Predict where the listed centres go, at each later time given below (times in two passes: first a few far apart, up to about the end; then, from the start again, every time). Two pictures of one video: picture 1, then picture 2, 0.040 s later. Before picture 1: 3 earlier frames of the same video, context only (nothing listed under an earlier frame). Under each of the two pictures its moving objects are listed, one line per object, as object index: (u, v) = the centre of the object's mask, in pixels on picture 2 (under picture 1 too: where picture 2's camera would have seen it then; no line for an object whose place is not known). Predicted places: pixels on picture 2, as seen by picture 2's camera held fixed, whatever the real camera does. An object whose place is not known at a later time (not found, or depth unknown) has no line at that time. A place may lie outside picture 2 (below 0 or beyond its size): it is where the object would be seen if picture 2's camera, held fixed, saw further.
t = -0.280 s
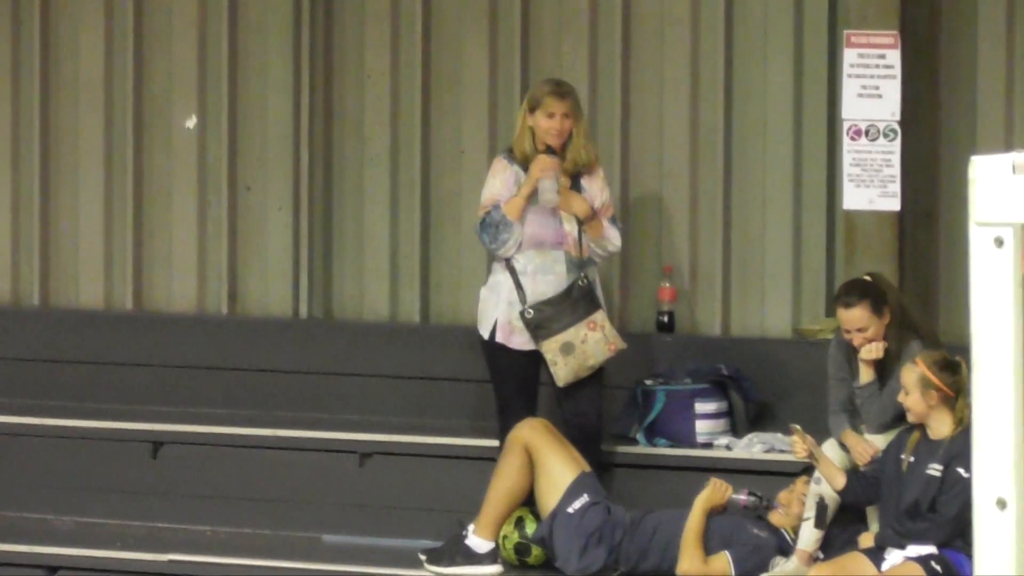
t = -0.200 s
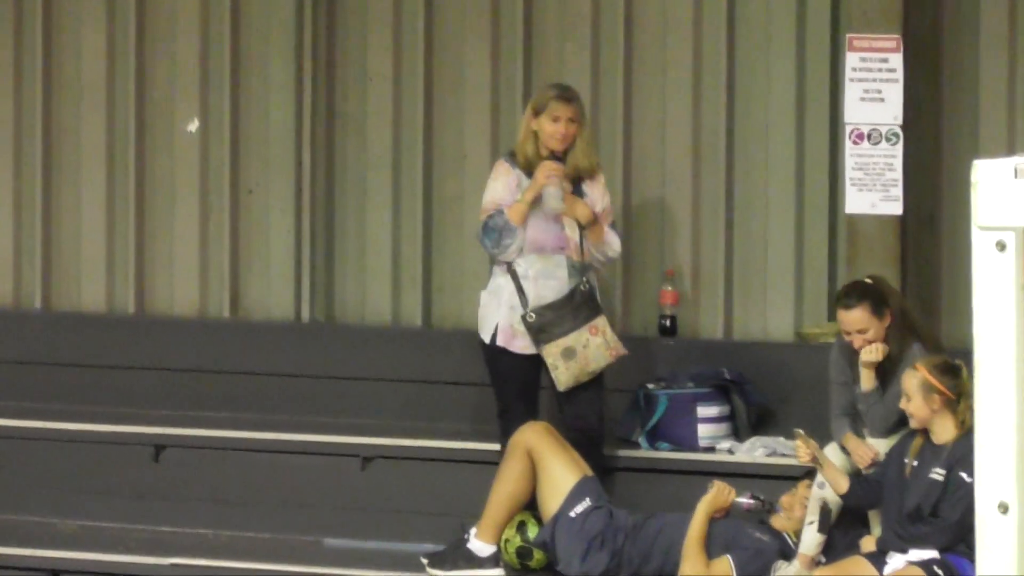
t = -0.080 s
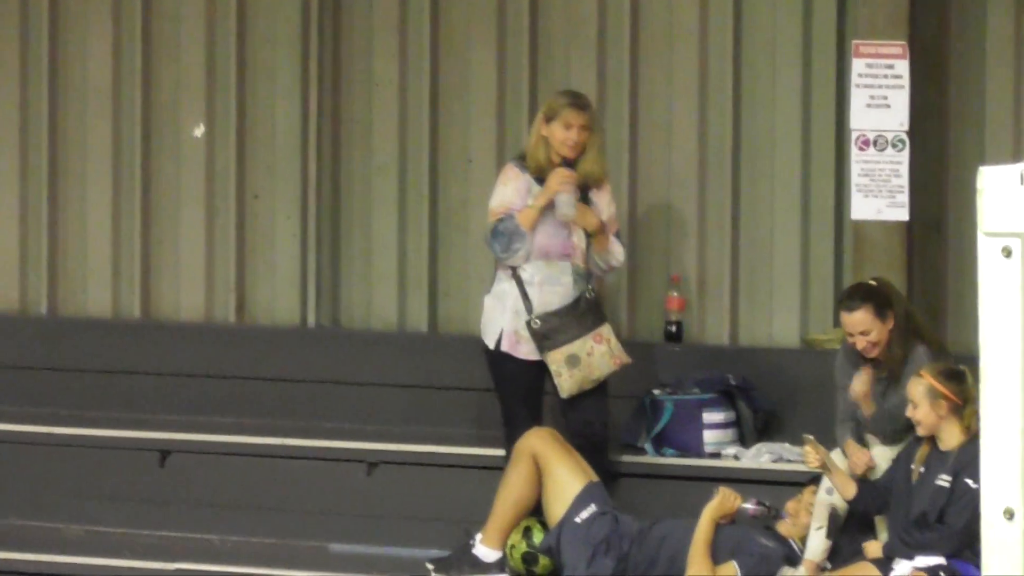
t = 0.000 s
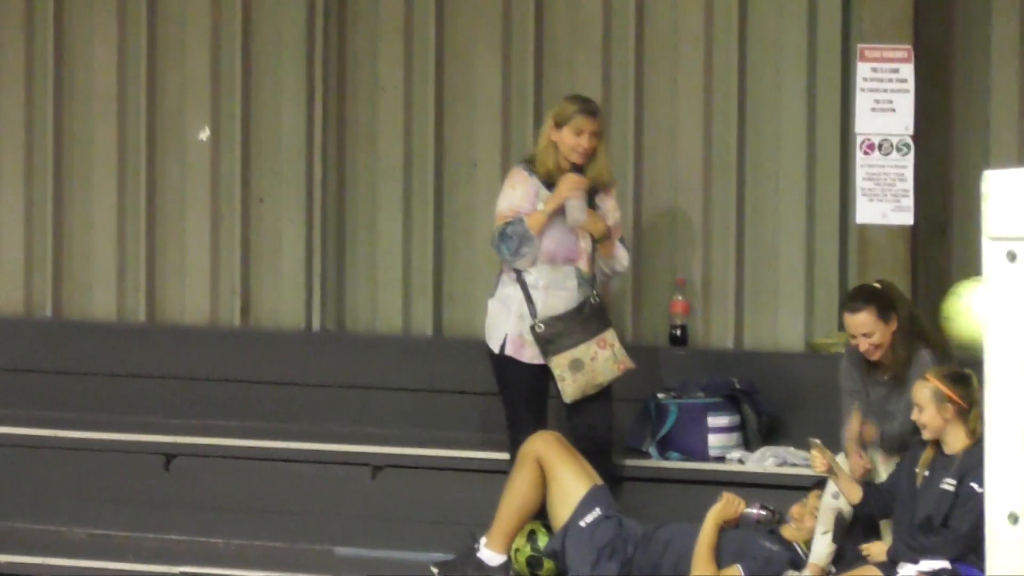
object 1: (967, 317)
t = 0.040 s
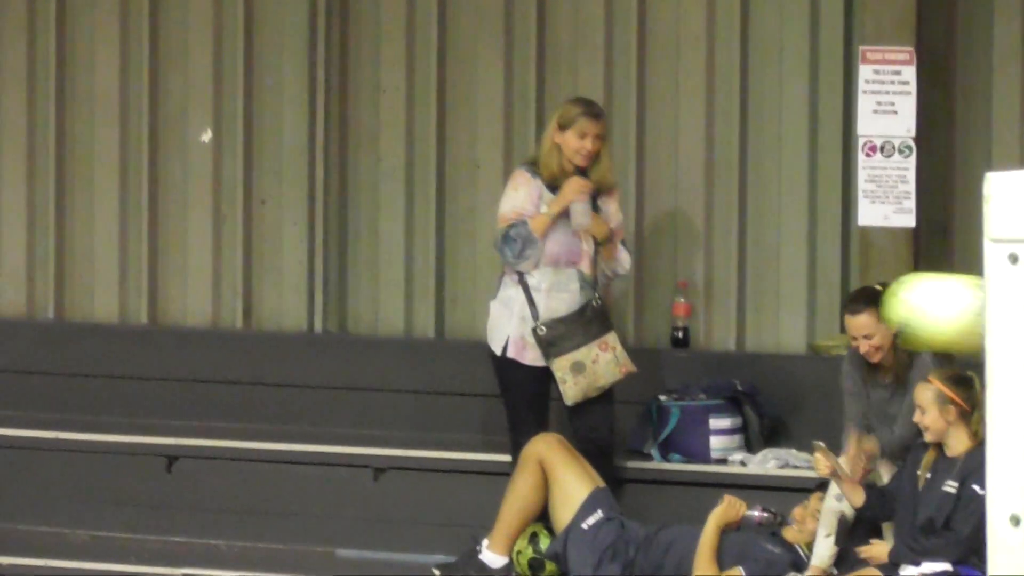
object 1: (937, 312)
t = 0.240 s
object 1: (633, 356)
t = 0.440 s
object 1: (335, 531)
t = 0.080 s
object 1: (884, 308)
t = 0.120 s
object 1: (819, 312)
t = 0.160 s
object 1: (757, 322)
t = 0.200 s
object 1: (694, 337)
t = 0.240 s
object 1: (633, 356)
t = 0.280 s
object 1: (570, 386)
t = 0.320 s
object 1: (505, 420)
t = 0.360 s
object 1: (443, 460)
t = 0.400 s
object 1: (380, 505)
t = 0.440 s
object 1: (335, 531)
